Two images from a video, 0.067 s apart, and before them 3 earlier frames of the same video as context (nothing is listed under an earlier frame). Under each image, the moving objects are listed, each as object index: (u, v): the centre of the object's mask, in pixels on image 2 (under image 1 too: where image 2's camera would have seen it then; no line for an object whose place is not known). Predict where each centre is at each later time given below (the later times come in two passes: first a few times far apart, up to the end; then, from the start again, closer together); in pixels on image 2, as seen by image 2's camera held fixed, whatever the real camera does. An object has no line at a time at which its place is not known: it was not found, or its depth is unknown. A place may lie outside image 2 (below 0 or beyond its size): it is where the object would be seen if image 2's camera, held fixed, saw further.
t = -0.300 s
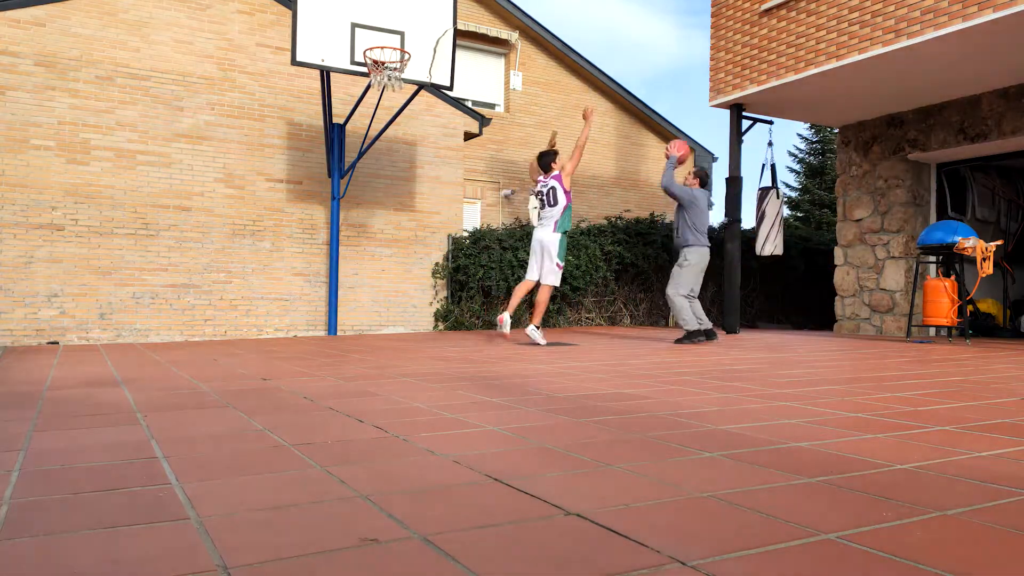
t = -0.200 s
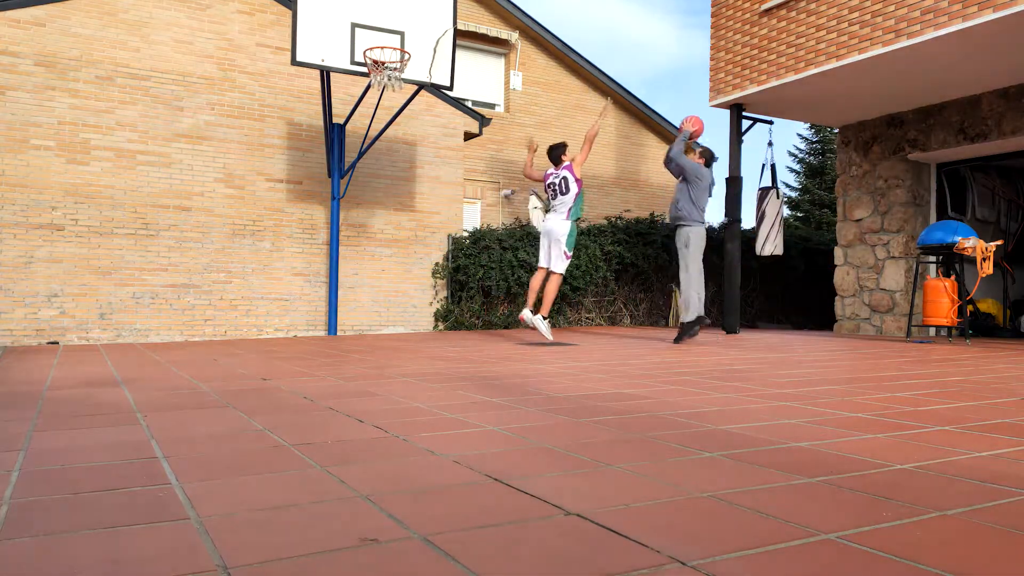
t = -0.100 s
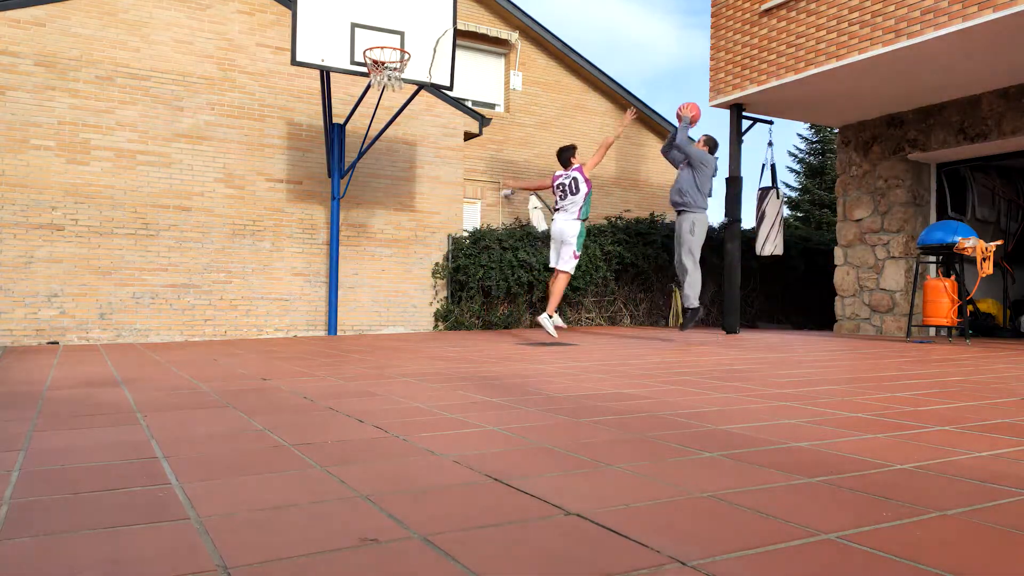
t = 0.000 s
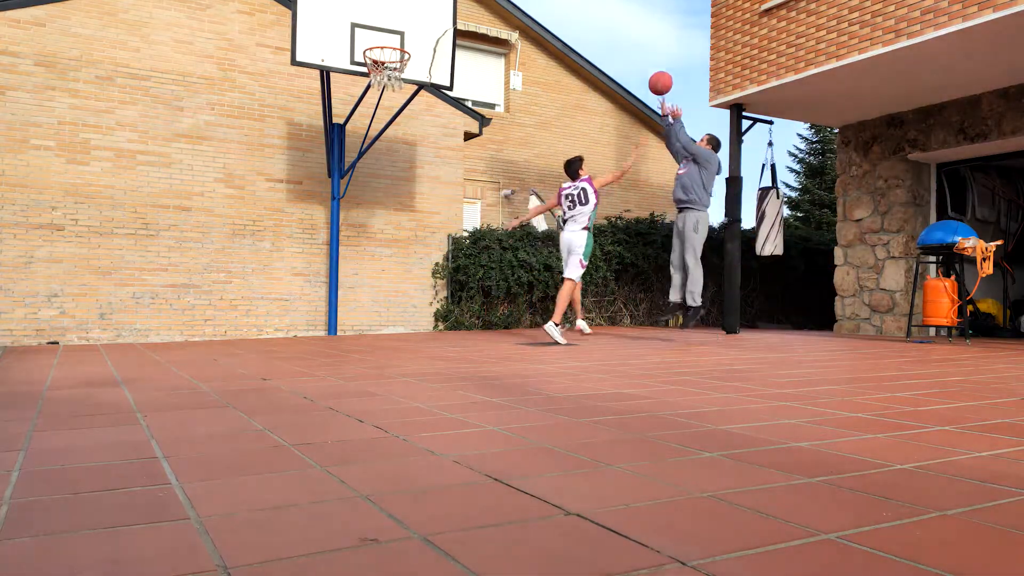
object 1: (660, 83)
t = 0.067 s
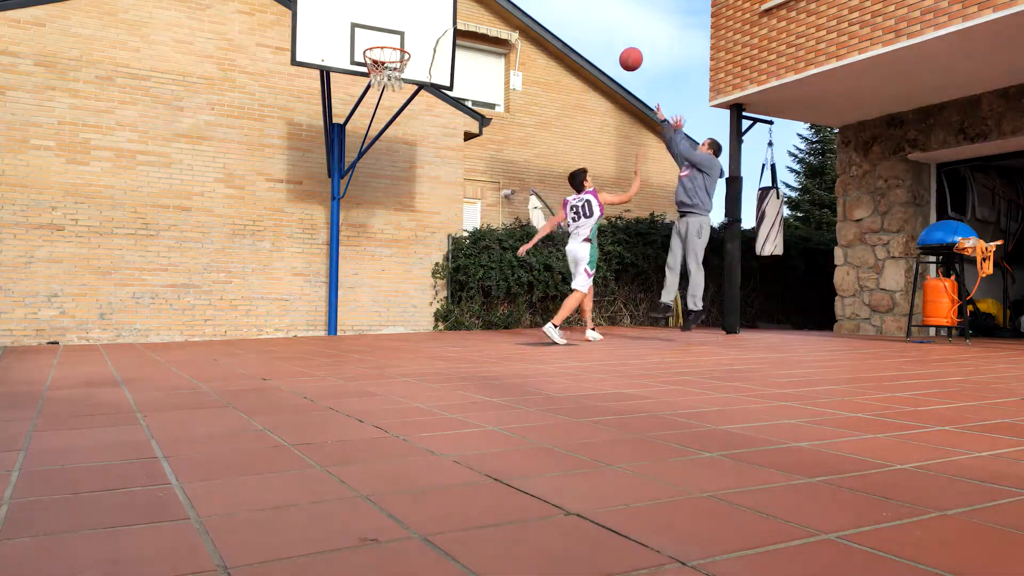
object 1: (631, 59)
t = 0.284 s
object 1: (538, 12)
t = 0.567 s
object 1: (425, 19)
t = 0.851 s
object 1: (388, 46)
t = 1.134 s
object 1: (393, 34)
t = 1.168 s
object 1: (393, 35)
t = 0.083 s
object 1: (624, 54)
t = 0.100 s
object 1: (616, 49)
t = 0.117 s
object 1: (609, 44)
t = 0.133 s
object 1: (602, 40)
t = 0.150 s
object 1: (595, 35)
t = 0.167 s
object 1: (587, 32)
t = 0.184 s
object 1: (580, 28)
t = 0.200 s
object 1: (573, 25)
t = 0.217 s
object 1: (566, 22)
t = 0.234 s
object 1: (559, 19)
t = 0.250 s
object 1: (552, 16)
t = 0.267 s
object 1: (545, 14)
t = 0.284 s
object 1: (538, 12)
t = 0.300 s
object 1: (532, 10)
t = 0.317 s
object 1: (524, 9)
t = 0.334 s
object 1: (518, 9)
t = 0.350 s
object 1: (512, 8)
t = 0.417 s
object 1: (484, 8)
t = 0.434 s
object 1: (477, 8)
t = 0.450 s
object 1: (471, 8)
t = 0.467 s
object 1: (464, 9)
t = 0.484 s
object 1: (458, 10)
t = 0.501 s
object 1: (451, 11)
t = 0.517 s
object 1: (444, 12)
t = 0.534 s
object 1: (438, 14)
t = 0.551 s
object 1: (432, 16)
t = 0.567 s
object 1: (425, 19)
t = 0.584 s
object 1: (419, 21)
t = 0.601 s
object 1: (412, 24)
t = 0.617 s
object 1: (408, 26)
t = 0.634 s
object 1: (406, 26)
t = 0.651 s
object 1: (404, 27)
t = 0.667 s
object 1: (402, 28)
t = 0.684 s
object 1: (400, 29)
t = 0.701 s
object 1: (398, 30)
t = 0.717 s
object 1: (395, 32)
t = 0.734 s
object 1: (393, 34)
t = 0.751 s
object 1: (391, 36)
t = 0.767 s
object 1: (389, 39)
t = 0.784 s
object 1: (387, 42)
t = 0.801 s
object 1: (385, 45)
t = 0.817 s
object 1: (386, 45)
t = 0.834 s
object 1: (387, 45)
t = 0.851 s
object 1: (388, 46)
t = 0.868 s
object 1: (389, 46)
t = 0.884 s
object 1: (390, 47)
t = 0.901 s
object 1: (391, 49)
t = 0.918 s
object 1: (392, 51)
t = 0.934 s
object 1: (393, 49)
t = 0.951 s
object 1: (393, 46)
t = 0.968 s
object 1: (393, 44)
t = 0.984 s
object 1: (394, 39)
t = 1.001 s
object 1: (393, 38)
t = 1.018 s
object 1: (393, 37)
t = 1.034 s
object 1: (393, 36)
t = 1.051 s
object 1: (393, 35)
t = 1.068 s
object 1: (393, 35)
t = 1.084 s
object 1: (393, 34)
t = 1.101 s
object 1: (393, 34)
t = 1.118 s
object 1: (393, 34)
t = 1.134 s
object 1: (393, 34)
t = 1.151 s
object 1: (393, 34)
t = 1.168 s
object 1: (393, 35)
